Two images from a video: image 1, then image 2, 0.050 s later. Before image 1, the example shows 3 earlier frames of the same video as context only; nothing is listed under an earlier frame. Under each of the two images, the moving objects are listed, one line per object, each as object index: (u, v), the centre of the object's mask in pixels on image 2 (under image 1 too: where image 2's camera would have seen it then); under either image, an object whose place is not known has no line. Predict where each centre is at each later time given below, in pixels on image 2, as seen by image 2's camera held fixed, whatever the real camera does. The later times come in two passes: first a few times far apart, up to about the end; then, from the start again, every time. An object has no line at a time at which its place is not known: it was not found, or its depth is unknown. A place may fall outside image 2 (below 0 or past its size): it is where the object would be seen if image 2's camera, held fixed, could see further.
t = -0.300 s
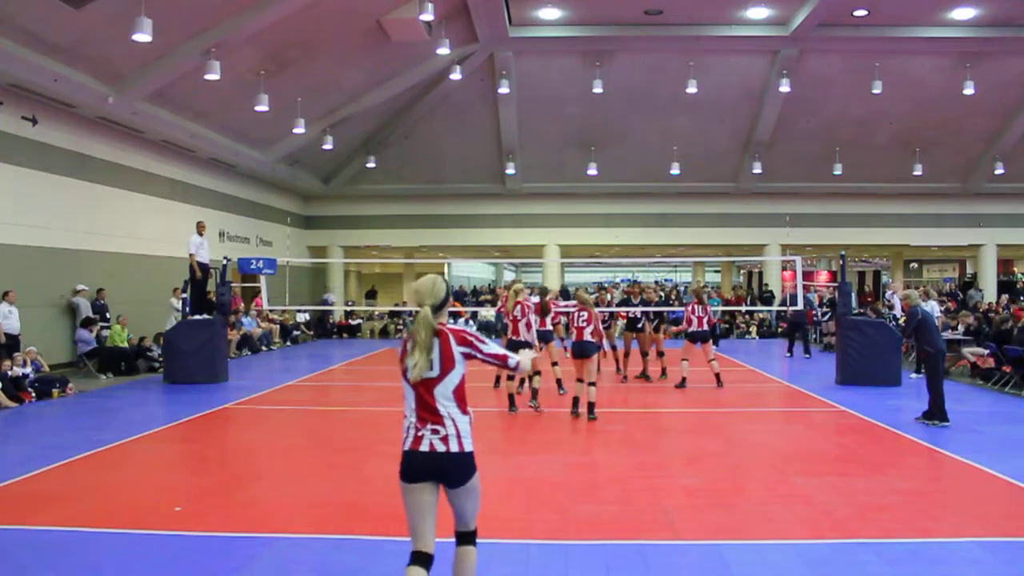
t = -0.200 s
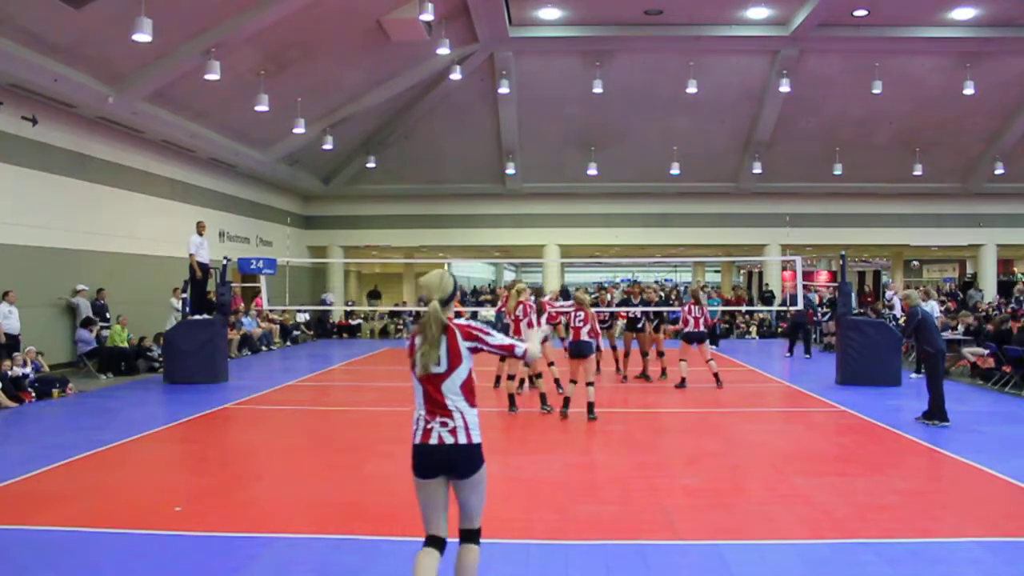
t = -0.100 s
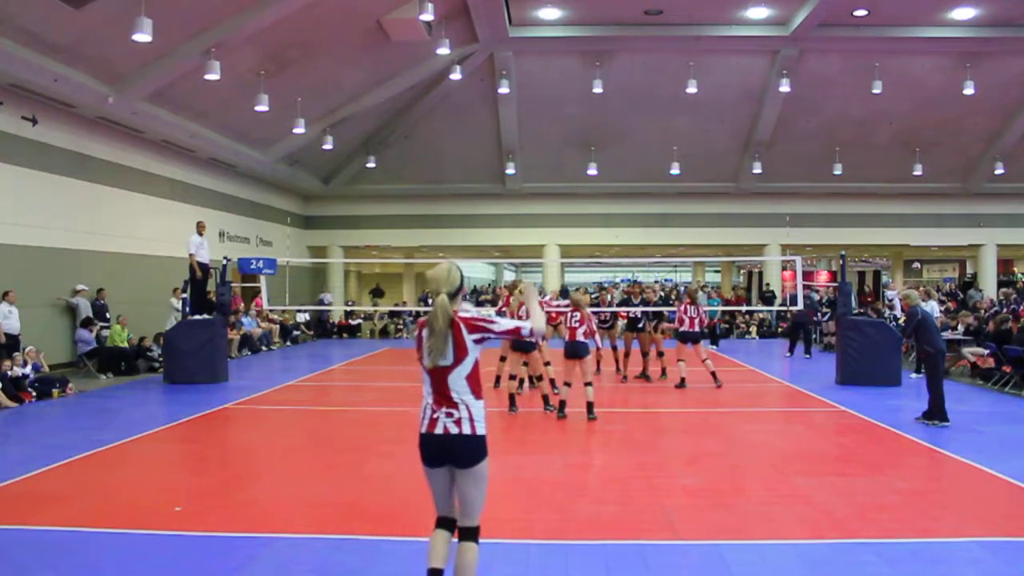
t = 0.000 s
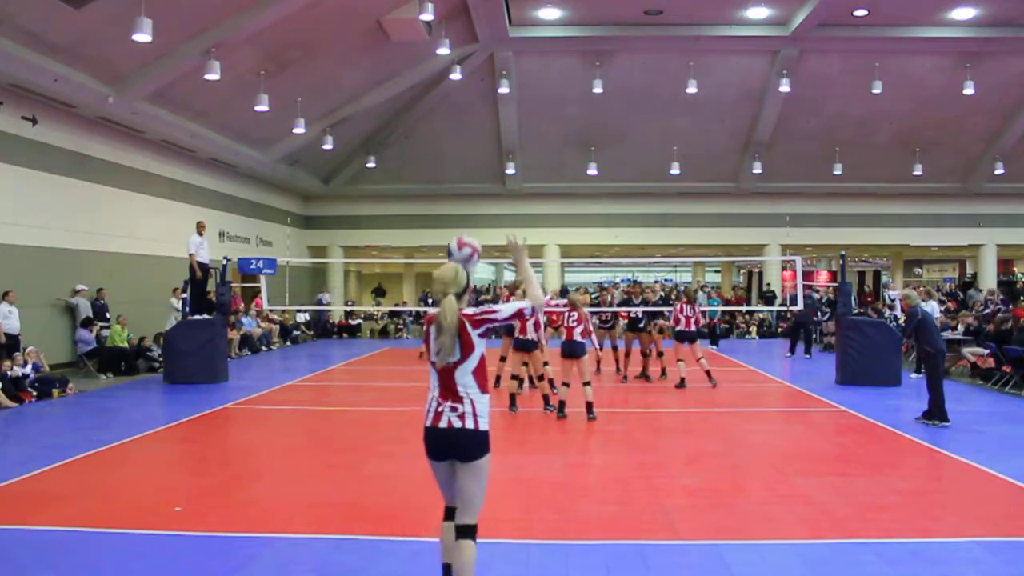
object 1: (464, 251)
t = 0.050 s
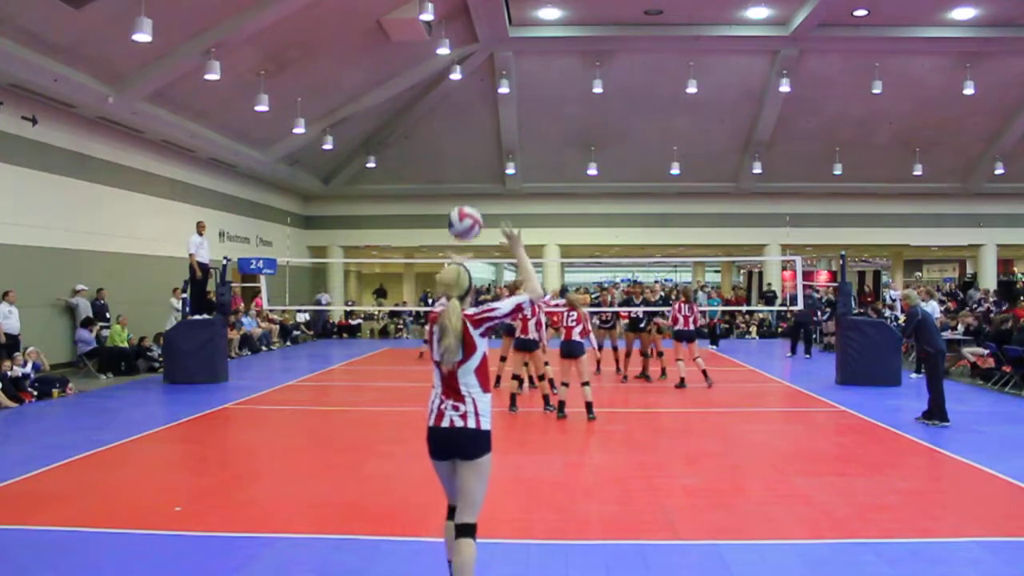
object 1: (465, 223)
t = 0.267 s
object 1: (468, 150)
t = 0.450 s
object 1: (471, 147)
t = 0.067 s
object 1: (465, 214)
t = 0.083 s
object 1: (465, 206)
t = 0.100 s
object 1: (465, 199)
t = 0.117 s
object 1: (466, 191)
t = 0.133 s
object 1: (466, 185)
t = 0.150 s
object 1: (466, 179)
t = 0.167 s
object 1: (467, 173)
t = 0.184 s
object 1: (467, 168)
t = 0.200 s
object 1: (467, 164)
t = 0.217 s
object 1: (468, 160)
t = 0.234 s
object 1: (468, 156)
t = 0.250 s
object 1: (468, 153)
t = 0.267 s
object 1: (468, 150)
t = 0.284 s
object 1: (468, 147)
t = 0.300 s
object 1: (468, 145)
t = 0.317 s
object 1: (469, 144)
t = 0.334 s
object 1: (469, 143)
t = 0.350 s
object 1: (469, 142)
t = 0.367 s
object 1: (470, 142)
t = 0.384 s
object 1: (470, 142)
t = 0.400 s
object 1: (470, 143)
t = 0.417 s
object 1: (470, 144)
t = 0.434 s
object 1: (471, 145)
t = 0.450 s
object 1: (471, 147)
